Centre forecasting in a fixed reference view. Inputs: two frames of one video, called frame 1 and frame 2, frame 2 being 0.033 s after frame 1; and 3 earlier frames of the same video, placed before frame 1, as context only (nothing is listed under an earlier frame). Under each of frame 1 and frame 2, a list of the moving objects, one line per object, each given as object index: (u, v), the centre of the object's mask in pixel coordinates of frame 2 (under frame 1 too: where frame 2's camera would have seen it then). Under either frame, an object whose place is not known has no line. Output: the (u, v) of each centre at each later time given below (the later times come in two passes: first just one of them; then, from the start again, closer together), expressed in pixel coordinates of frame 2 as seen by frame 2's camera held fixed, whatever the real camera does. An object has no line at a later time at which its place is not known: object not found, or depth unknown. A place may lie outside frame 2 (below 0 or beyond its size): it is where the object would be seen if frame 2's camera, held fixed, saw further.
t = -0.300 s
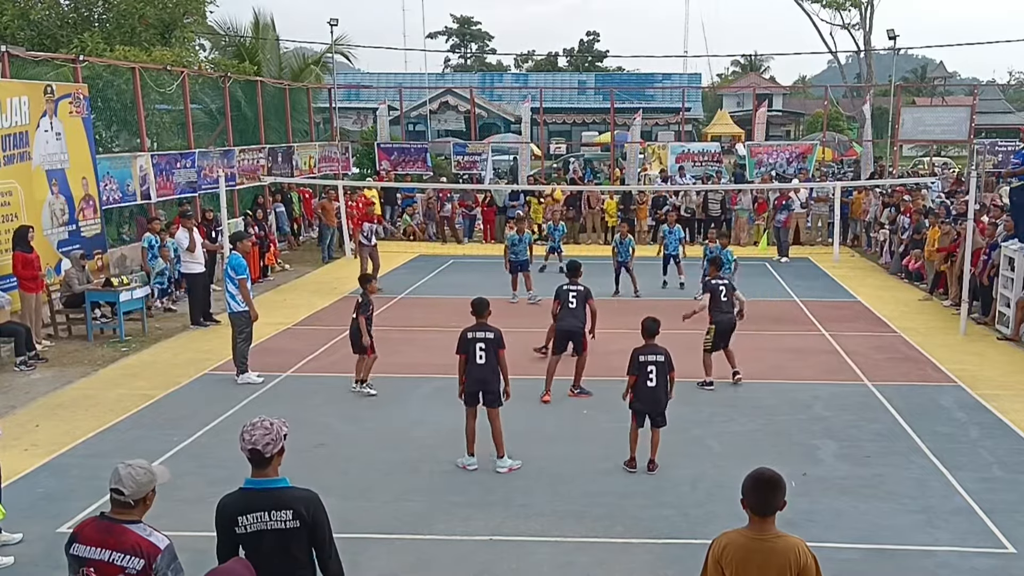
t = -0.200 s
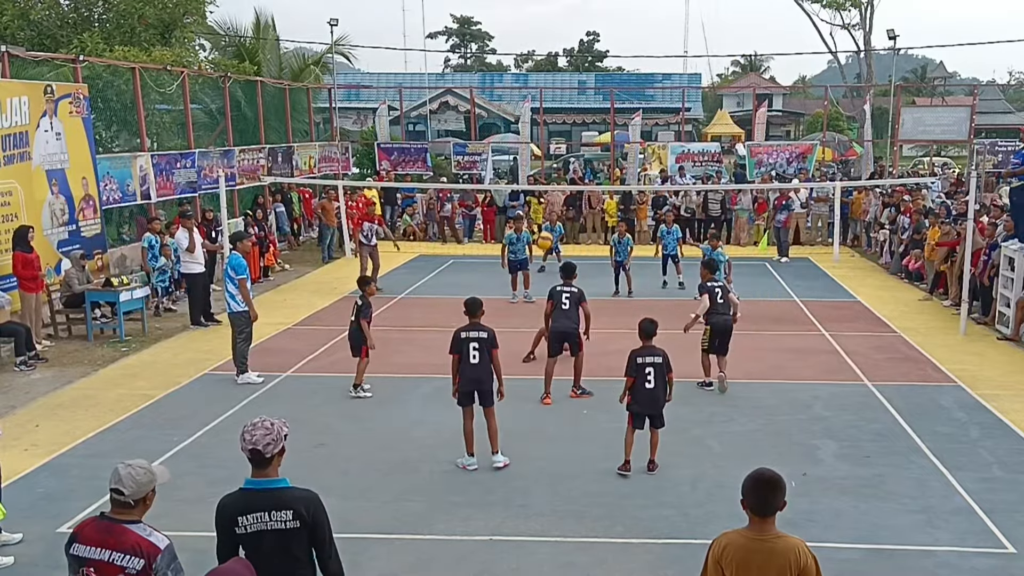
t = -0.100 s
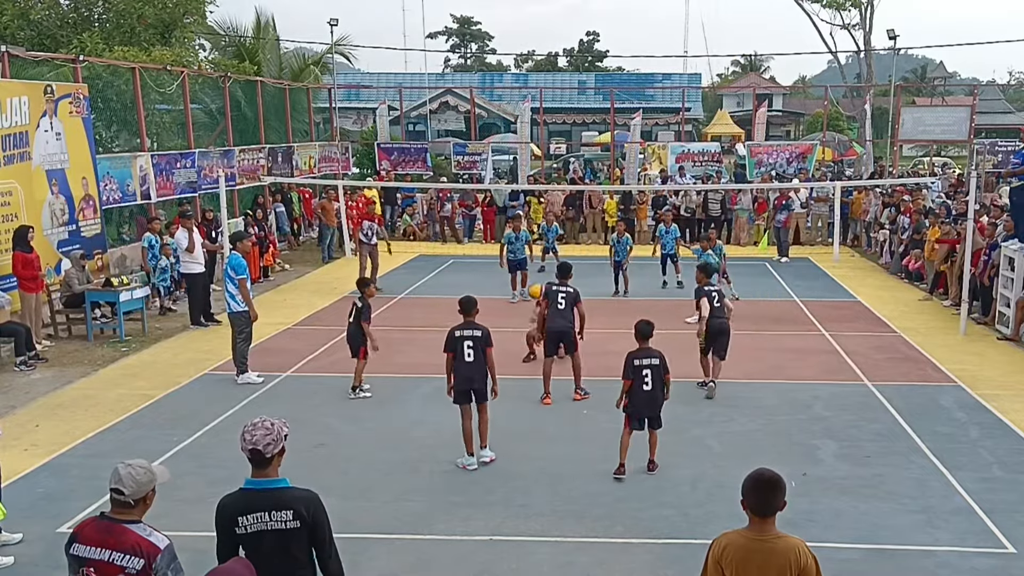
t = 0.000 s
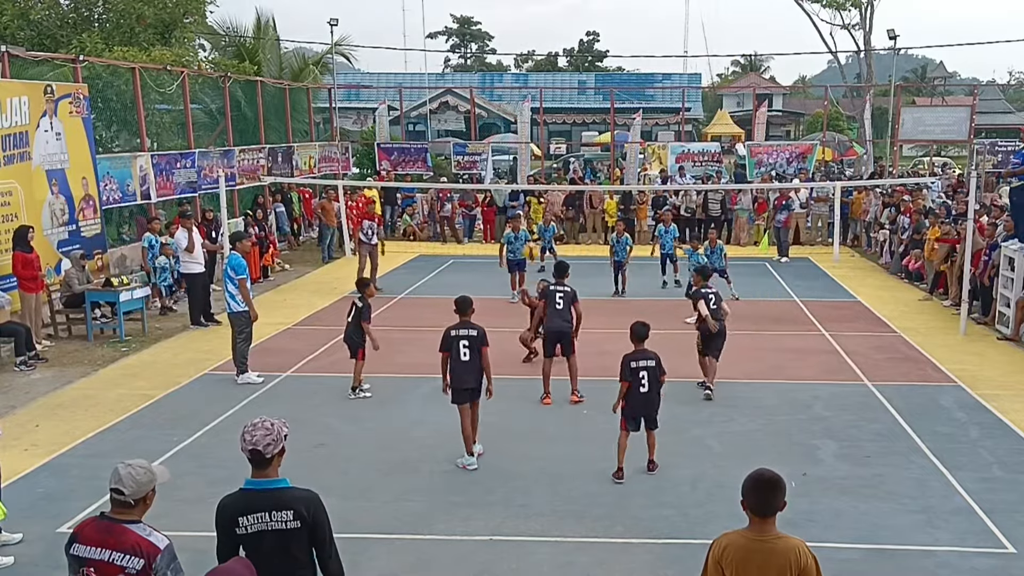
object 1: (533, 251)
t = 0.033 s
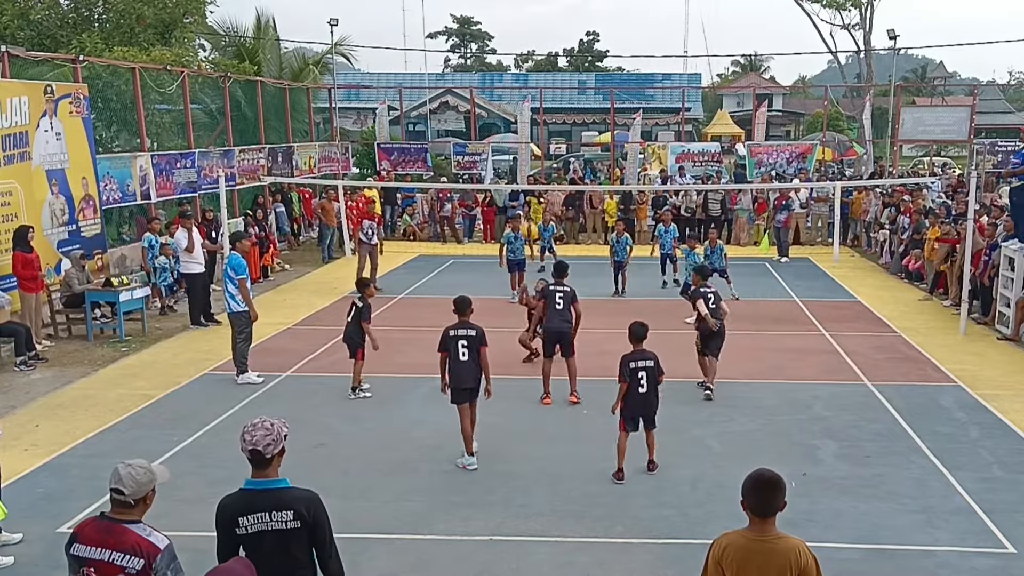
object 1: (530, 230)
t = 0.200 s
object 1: (523, 139)
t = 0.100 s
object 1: (528, 193)
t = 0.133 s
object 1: (526, 174)
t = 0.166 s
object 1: (524, 155)
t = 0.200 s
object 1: (523, 139)
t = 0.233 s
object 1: (521, 123)
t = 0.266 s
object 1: (520, 108)
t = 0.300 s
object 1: (520, 94)
